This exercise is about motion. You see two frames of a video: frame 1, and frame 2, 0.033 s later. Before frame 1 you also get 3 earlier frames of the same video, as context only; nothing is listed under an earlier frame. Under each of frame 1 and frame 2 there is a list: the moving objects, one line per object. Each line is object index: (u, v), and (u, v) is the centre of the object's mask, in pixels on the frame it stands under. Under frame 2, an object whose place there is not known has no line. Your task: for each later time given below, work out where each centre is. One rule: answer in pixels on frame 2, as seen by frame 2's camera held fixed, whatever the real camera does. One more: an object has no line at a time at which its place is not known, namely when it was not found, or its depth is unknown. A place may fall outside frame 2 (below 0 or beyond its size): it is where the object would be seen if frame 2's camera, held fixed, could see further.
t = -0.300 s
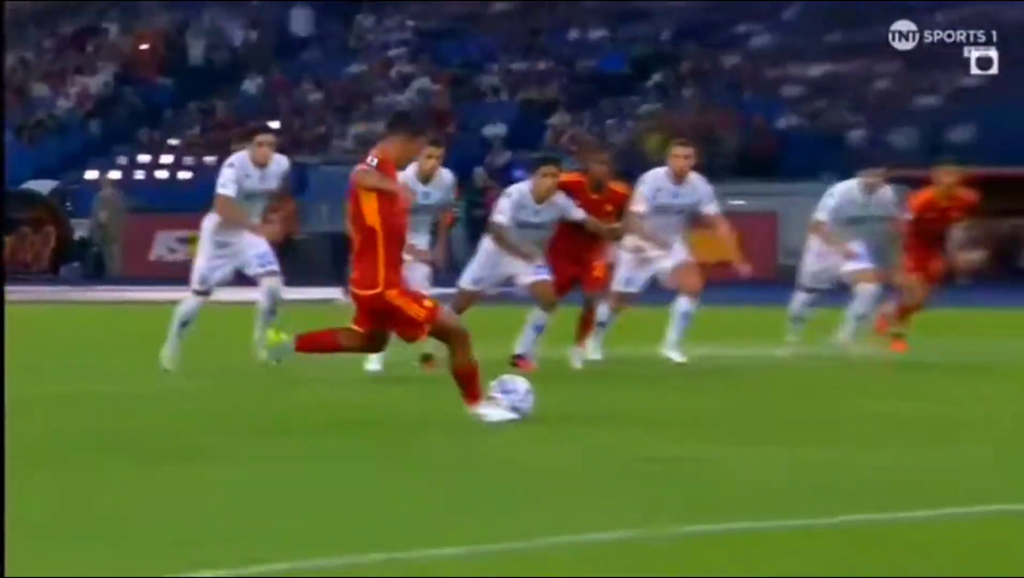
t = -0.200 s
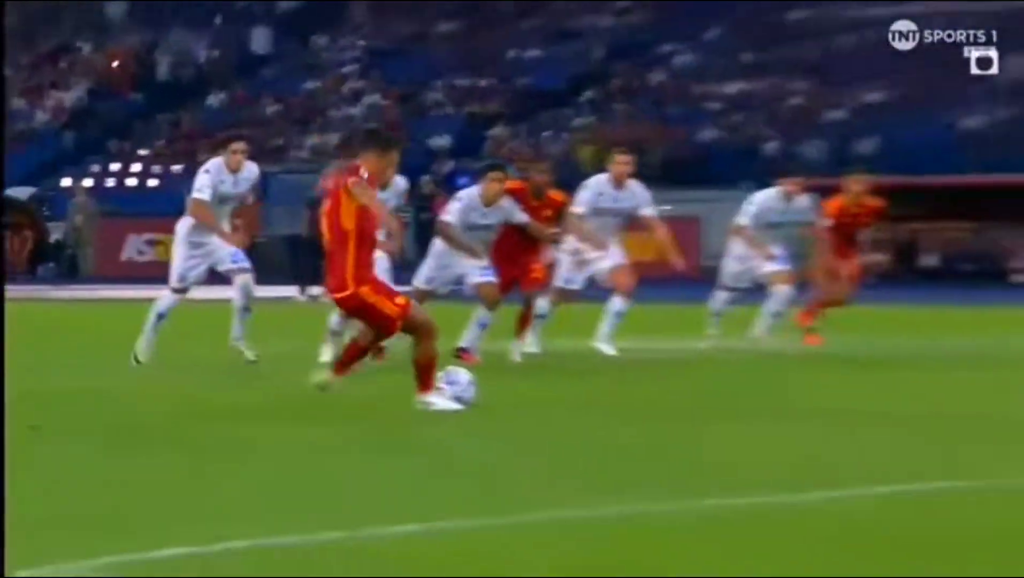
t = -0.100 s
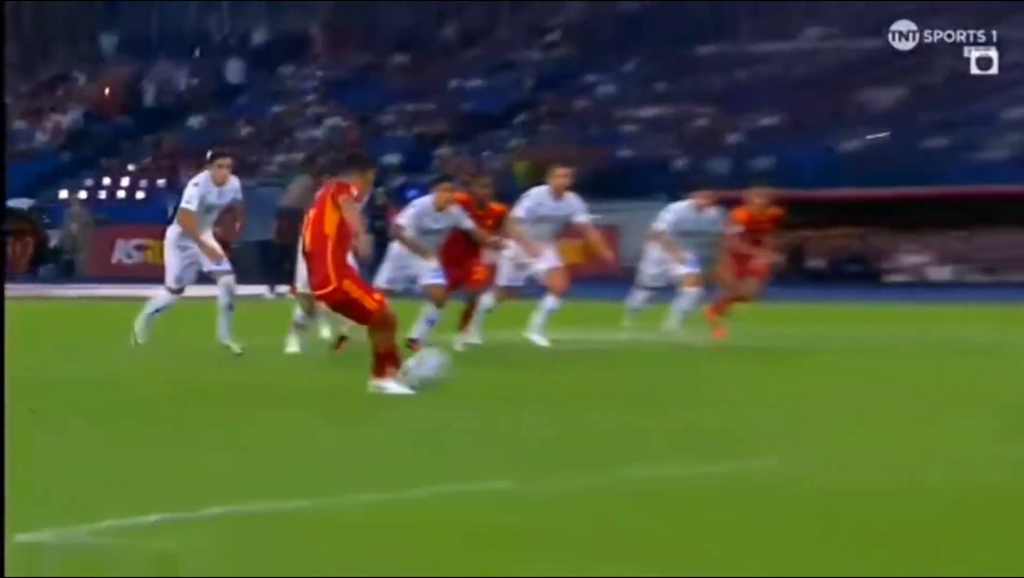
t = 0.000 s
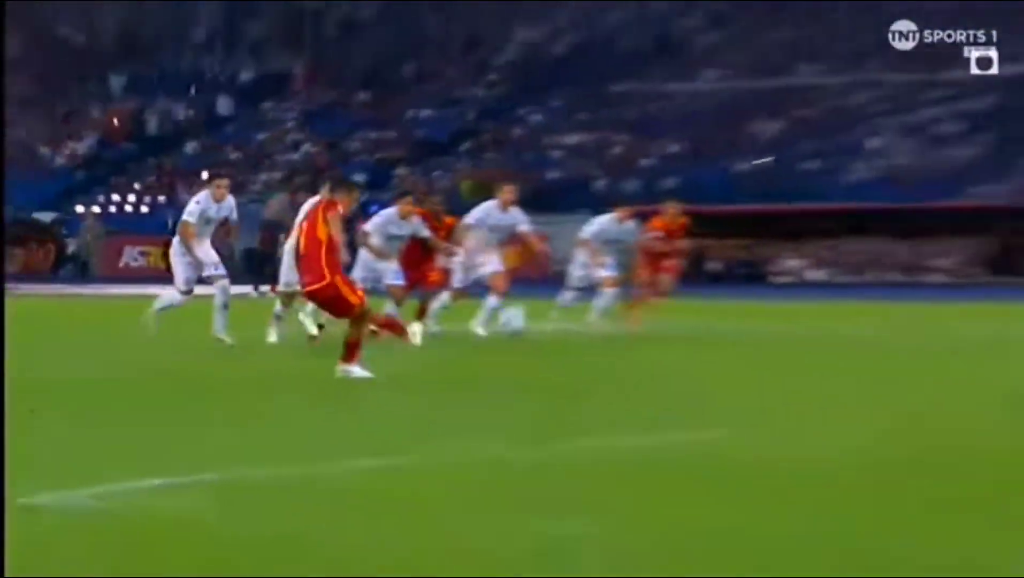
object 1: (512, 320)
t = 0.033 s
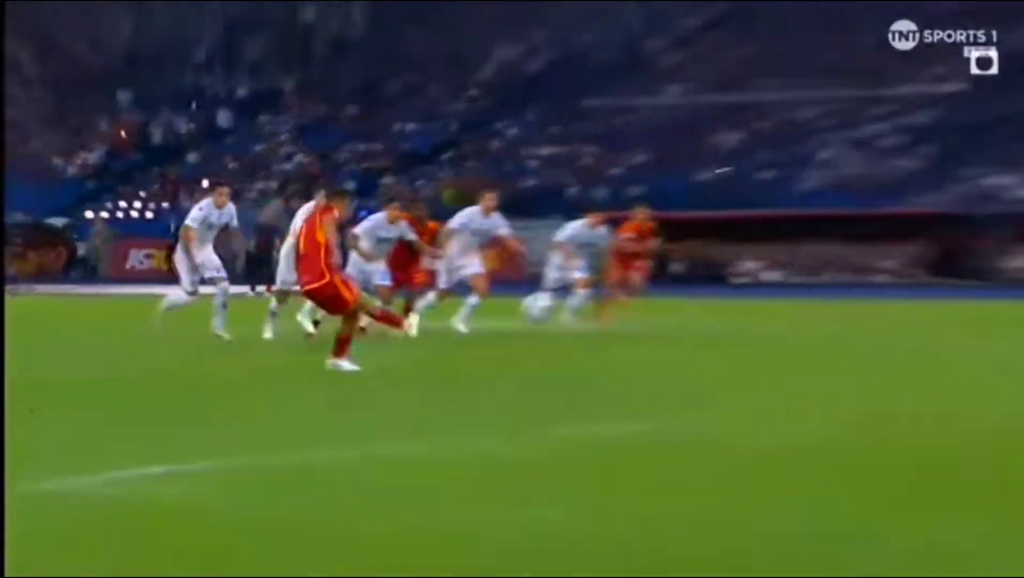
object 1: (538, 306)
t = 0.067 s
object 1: (582, 296)
